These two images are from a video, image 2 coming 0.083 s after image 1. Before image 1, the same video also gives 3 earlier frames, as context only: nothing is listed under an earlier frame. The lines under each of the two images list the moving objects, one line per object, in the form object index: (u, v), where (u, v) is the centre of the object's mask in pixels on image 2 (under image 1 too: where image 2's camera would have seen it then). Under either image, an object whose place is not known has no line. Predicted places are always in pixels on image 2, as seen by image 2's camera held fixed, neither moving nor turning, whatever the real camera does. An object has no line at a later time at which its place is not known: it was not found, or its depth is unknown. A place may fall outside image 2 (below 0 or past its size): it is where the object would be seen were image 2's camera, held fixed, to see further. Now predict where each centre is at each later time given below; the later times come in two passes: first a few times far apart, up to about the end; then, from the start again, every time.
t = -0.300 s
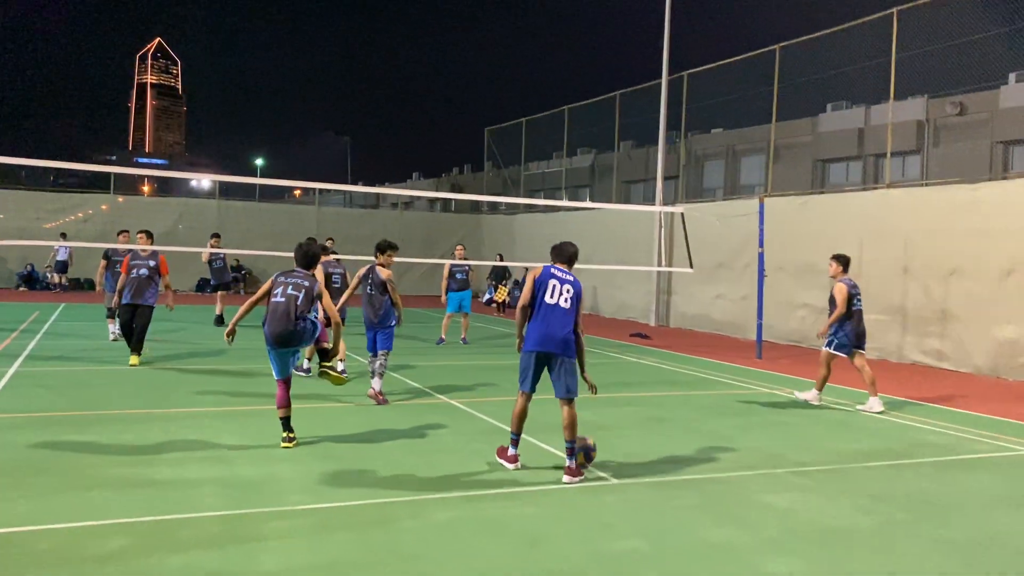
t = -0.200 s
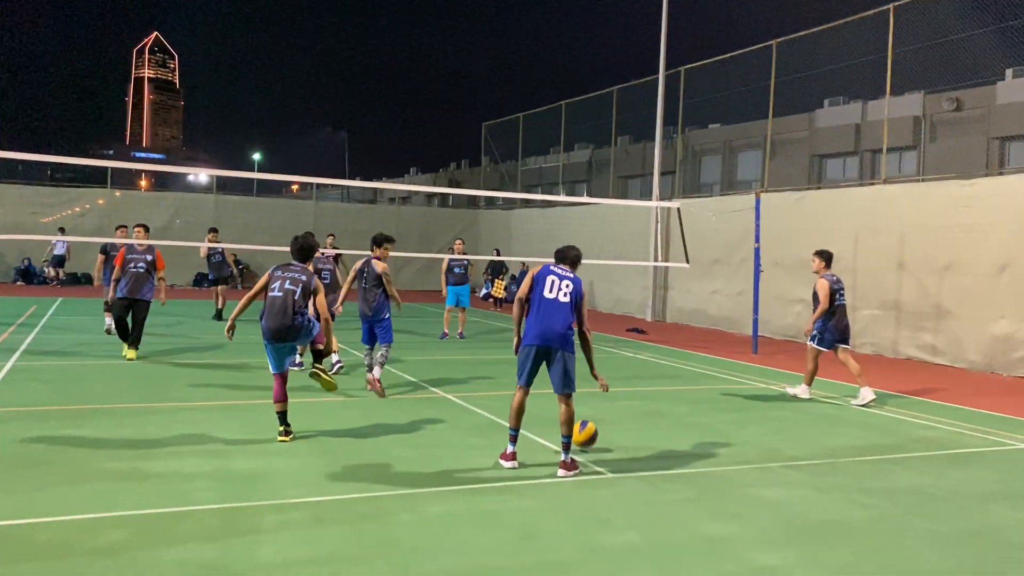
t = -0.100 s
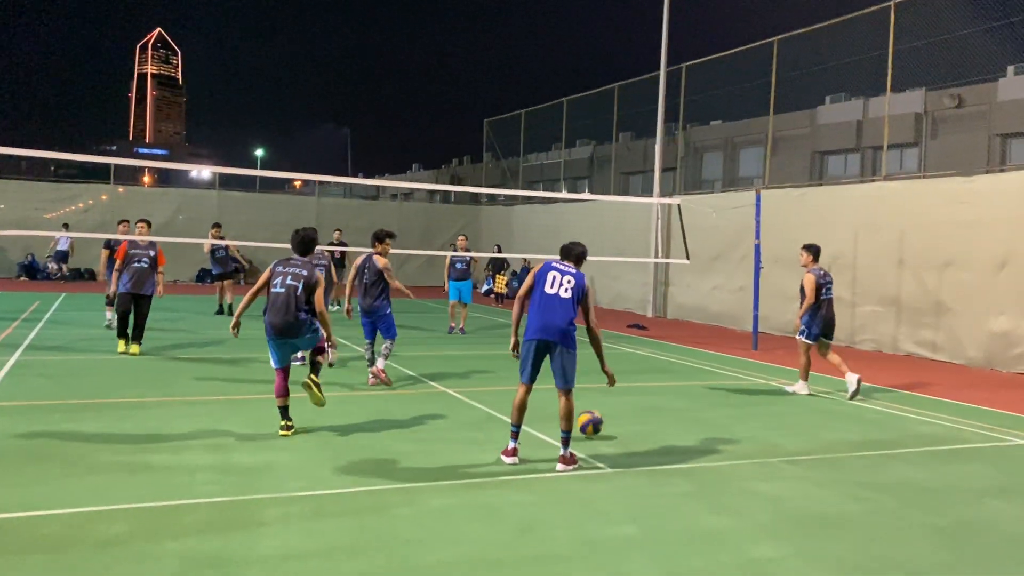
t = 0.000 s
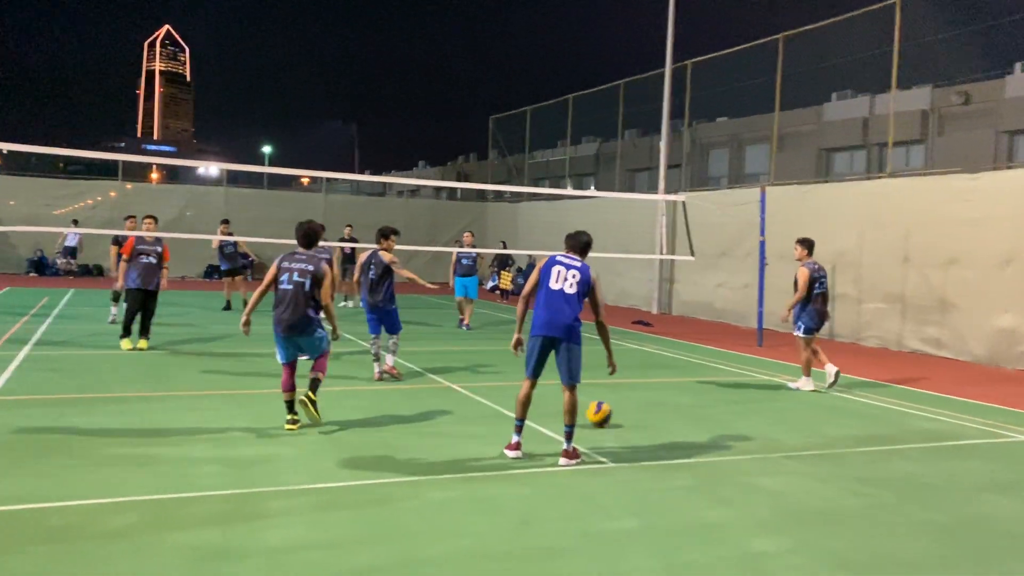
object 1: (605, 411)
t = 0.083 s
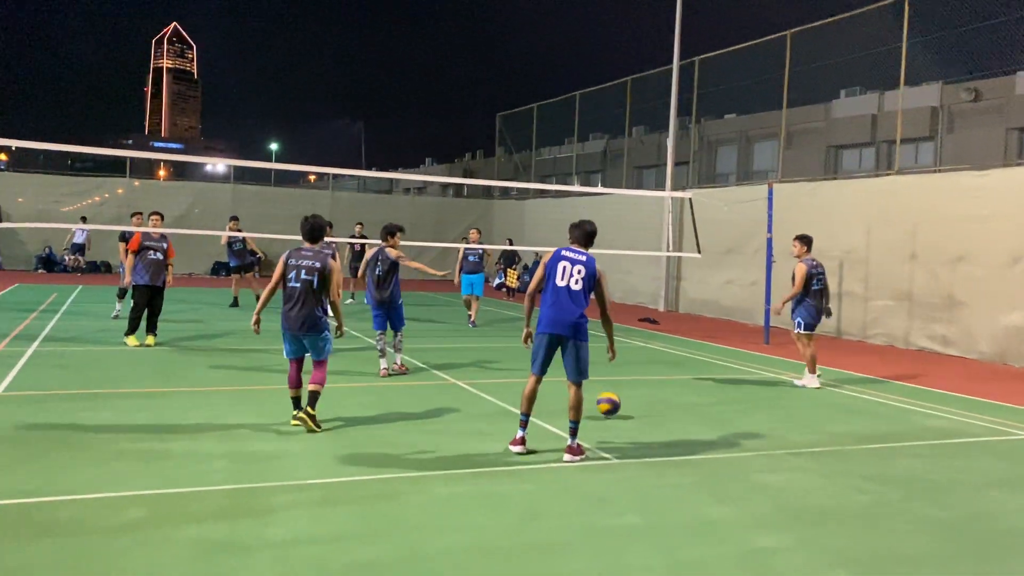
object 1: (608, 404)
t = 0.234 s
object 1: (616, 396)
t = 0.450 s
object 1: (626, 387)
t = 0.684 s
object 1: (636, 378)
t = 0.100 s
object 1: (609, 403)
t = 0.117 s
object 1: (610, 403)
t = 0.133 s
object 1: (611, 403)
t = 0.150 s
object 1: (612, 403)
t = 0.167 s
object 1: (613, 402)
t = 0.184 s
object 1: (614, 400)
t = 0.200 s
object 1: (615, 398)
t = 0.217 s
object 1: (615, 397)
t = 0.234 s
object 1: (616, 396)
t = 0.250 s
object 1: (617, 396)
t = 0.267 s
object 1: (618, 396)
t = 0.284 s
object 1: (618, 396)
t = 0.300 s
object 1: (619, 394)
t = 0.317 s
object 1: (620, 393)
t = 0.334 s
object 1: (621, 392)
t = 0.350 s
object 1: (622, 391)
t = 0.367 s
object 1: (622, 391)
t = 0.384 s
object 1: (623, 390)
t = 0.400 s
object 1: (624, 390)
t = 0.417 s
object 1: (625, 389)
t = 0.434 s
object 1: (625, 388)
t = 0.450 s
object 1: (626, 387)
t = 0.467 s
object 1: (627, 386)
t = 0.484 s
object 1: (628, 386)
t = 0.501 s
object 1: (629, 386)
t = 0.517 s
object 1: (629, 385)
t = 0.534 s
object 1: (630, 384)
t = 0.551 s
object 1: (631, 383)
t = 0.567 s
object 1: (631, 383)
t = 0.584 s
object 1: (632, 383)
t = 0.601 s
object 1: (633, 382)
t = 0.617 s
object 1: (634, 382)
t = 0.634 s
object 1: (635, 380)
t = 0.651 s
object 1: (635, 380)
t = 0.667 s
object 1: (635, 379)
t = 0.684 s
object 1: (636, 378)
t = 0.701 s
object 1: (637, 378)
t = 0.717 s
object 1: (637, 378)
